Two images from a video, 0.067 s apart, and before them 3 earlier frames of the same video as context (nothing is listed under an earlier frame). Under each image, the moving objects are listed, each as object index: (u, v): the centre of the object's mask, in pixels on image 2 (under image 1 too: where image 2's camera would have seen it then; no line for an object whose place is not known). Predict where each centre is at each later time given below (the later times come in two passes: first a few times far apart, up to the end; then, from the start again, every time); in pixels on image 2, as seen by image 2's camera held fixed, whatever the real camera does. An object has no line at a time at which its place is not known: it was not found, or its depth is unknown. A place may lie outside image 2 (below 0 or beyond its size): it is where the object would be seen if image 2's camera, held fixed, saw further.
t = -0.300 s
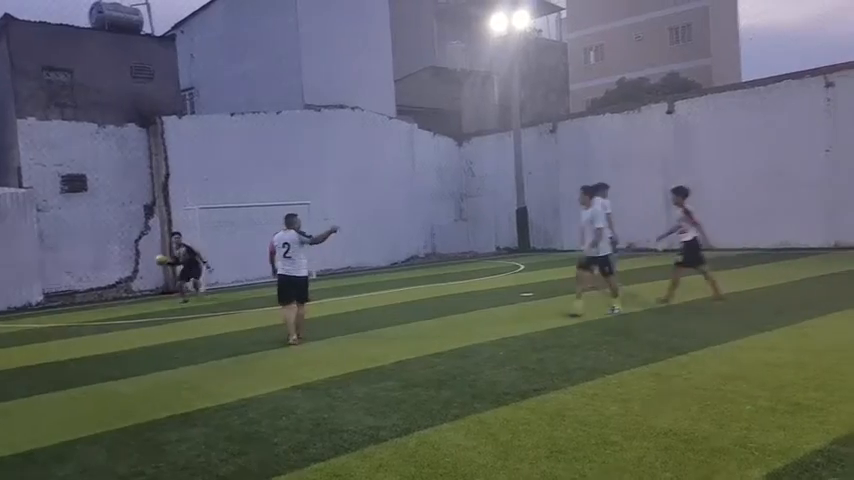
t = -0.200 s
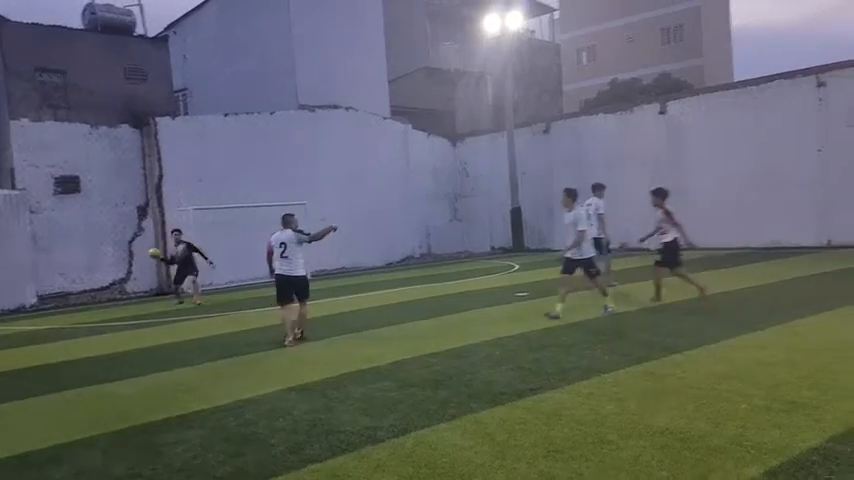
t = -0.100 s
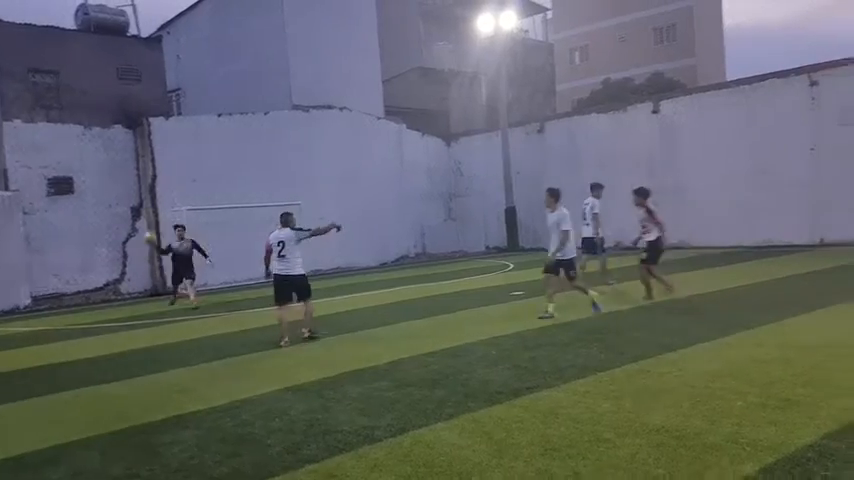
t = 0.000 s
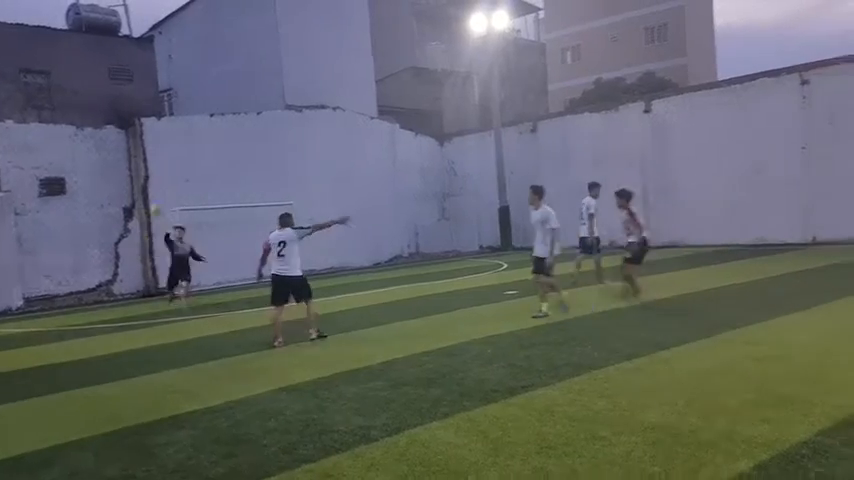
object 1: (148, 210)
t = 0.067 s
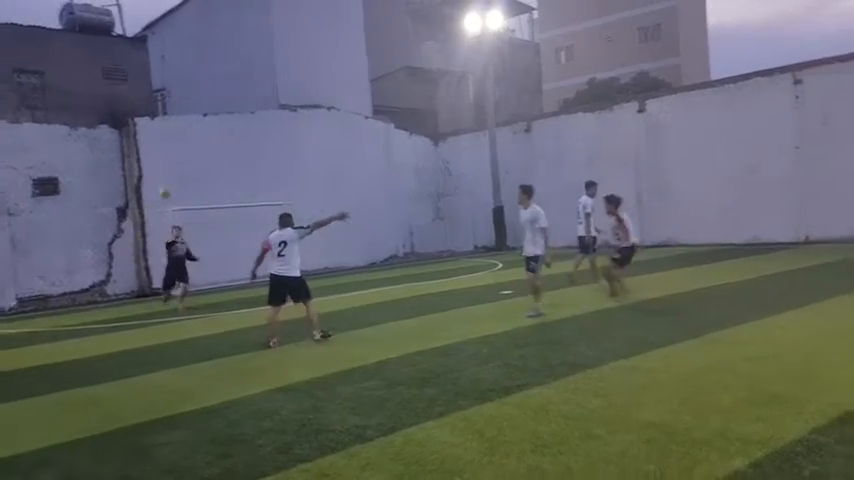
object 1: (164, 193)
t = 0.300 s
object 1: (230, 135)
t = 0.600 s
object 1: (364, 89)
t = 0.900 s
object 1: (602, 104)
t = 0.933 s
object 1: (645, 116)
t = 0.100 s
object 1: (173, 184)
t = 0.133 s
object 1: (181, 175)
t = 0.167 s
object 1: (191, 166)
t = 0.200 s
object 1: (199, 157)
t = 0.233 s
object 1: (209, 150)
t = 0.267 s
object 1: (221, 146)
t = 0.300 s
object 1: (230, 135)
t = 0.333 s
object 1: (243, 129)
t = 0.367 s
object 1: (255, 121)
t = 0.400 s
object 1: (268, 115)
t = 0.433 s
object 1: (282, 109)
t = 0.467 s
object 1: (294, 104)
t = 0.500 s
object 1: (314, 99)
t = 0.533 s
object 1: (327, 95)
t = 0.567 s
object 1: (345, 90)
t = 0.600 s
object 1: (364, 89)
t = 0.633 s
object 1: (382, 83)
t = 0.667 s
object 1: (403, 81)
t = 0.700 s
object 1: (426, 82)
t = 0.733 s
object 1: (449, 82)
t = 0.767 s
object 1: (475, 81)
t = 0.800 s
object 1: (504, 86)
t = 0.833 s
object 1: (533, 90)
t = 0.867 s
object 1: (569, 97)
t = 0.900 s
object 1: (602, 104)
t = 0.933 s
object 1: (645, 116)
